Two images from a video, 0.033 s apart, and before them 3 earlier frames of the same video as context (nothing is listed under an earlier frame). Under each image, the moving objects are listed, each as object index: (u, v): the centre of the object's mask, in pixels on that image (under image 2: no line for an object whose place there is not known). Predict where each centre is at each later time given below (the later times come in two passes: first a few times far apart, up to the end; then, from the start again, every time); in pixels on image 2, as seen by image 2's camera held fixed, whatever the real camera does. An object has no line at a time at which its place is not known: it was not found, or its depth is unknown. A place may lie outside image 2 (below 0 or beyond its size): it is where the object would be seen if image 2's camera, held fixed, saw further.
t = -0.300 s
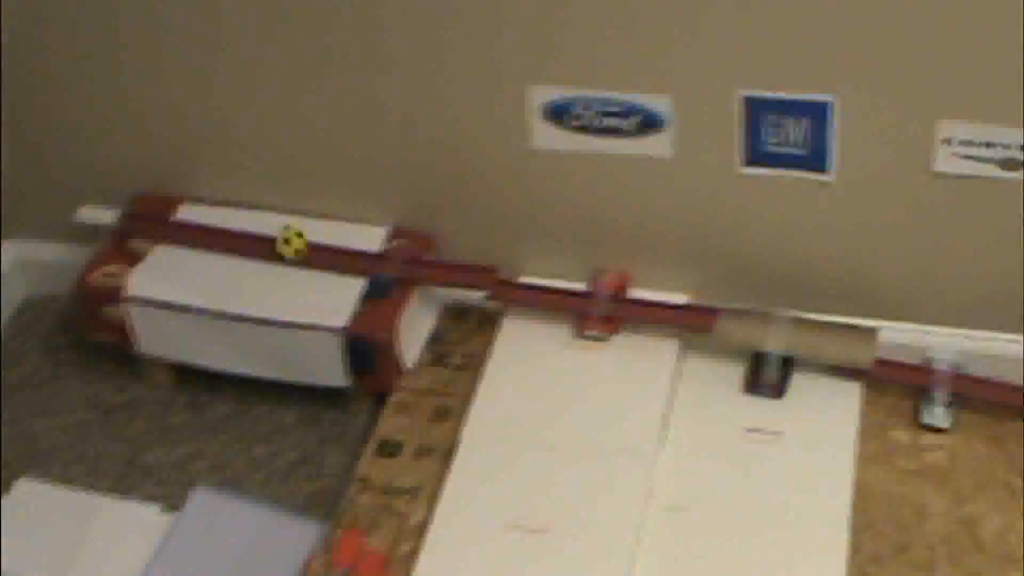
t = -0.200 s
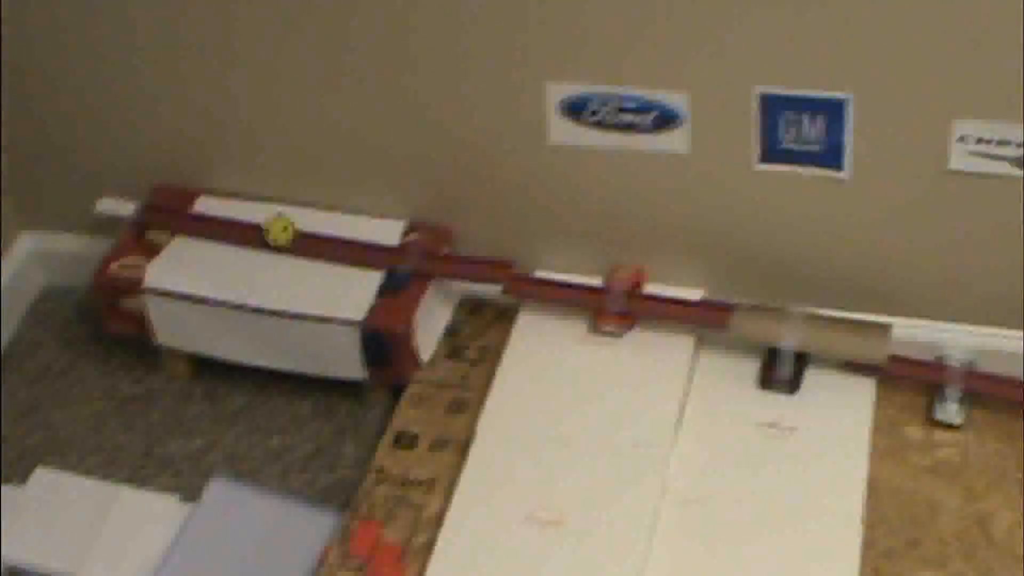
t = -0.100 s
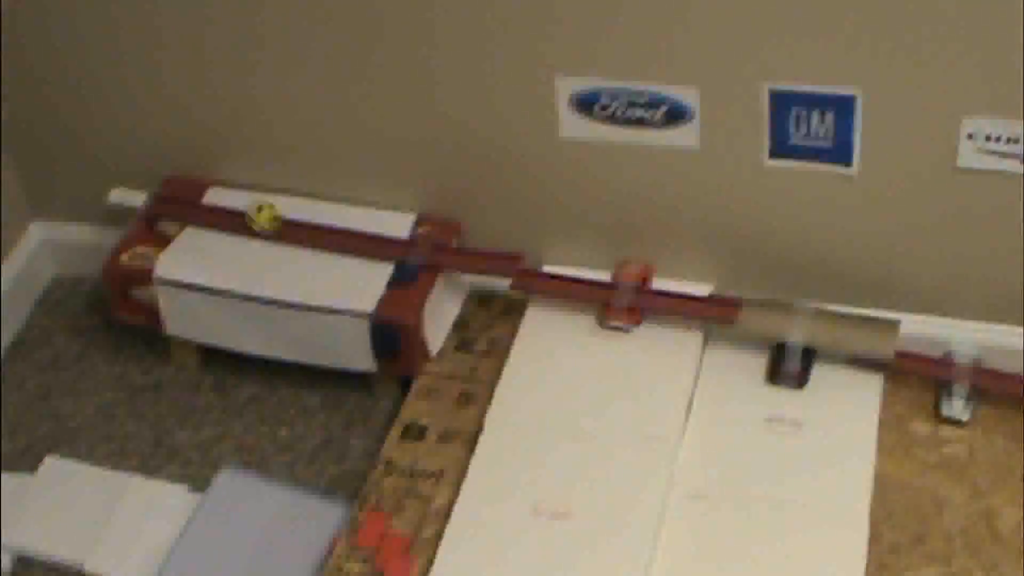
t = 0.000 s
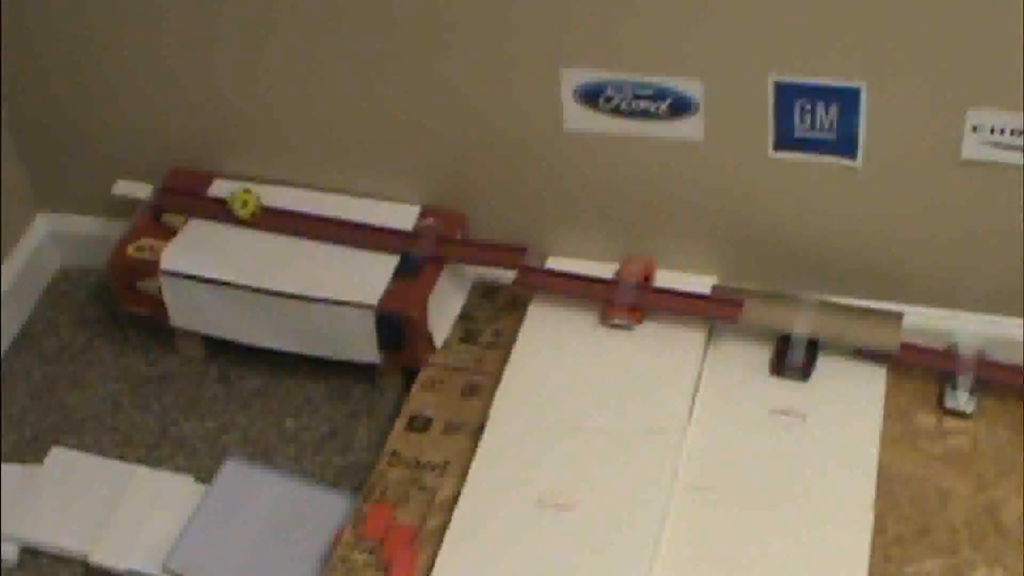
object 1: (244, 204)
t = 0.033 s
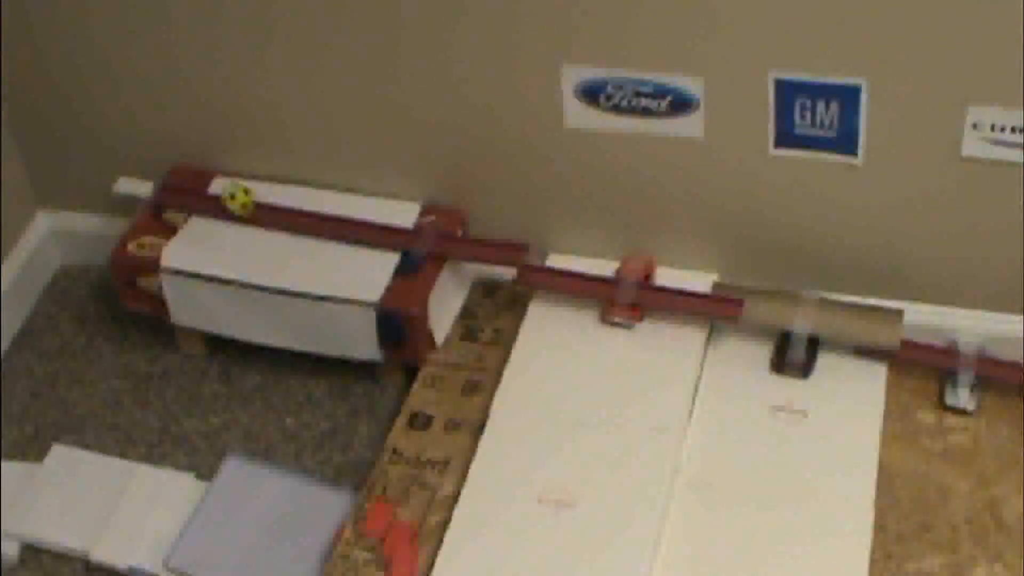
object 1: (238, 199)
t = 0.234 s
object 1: (203, 188)
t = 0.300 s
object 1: (194, 187)
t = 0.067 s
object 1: (232, 199)
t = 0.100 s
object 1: (225, 195)
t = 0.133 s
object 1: (220, 194)
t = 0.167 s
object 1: (214, 192)
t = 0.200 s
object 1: (208, 191)
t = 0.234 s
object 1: (203, 188)
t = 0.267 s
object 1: (198, 188)
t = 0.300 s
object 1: (194, 187)
